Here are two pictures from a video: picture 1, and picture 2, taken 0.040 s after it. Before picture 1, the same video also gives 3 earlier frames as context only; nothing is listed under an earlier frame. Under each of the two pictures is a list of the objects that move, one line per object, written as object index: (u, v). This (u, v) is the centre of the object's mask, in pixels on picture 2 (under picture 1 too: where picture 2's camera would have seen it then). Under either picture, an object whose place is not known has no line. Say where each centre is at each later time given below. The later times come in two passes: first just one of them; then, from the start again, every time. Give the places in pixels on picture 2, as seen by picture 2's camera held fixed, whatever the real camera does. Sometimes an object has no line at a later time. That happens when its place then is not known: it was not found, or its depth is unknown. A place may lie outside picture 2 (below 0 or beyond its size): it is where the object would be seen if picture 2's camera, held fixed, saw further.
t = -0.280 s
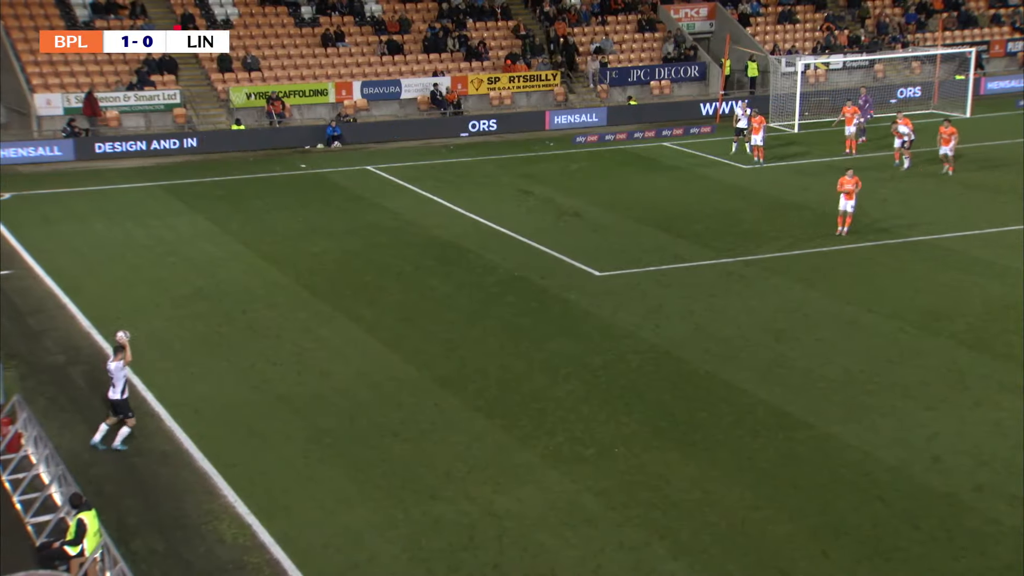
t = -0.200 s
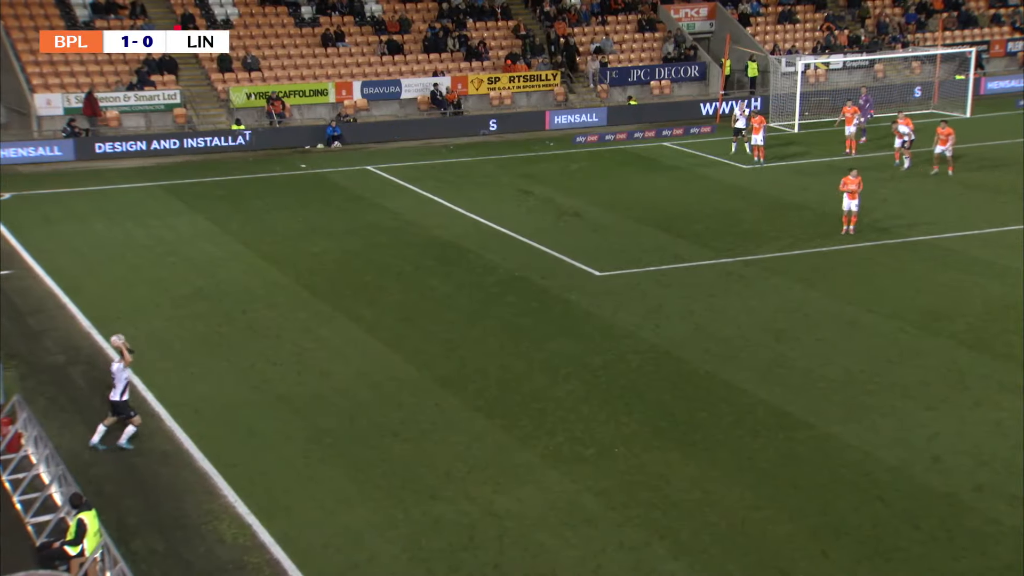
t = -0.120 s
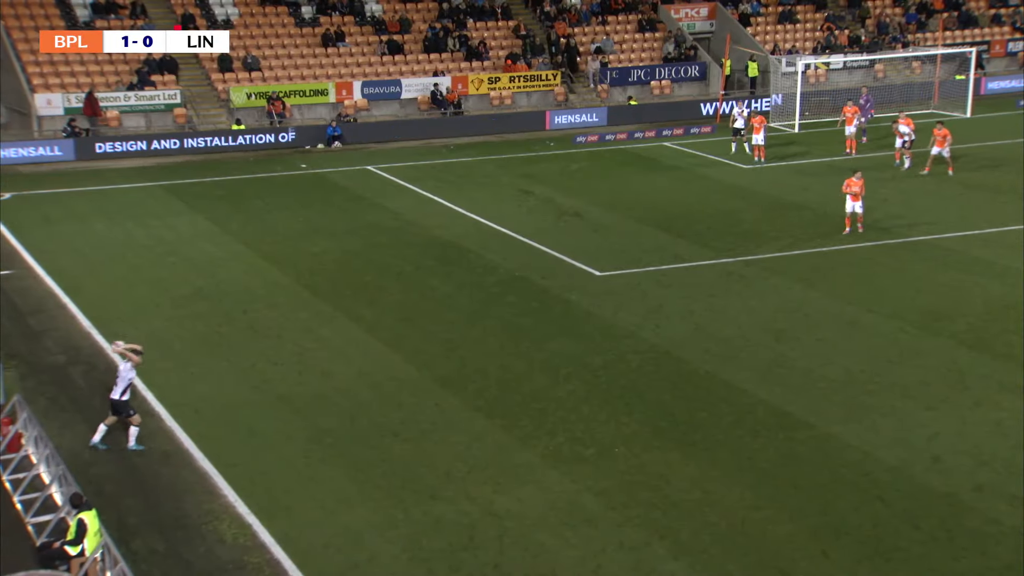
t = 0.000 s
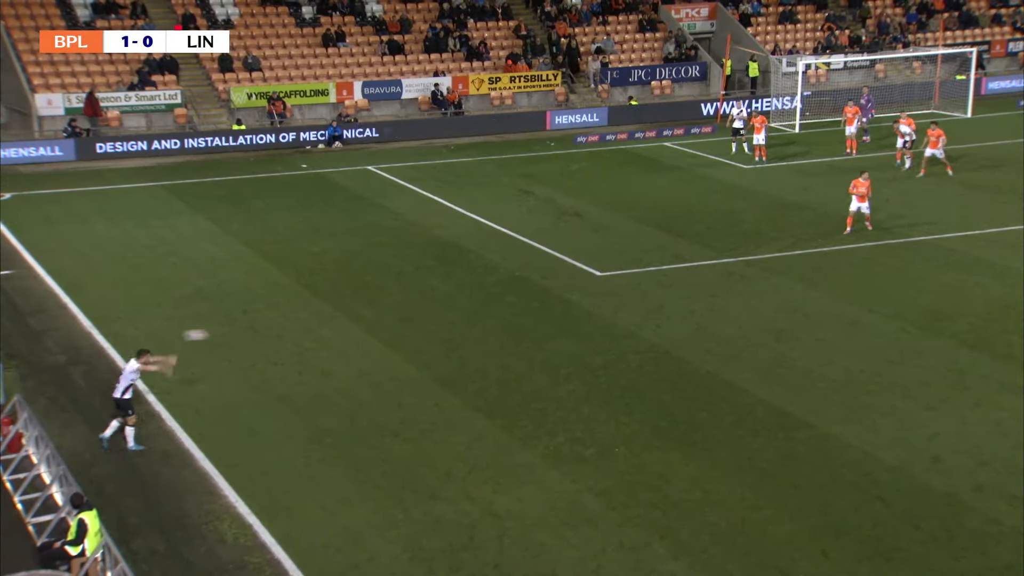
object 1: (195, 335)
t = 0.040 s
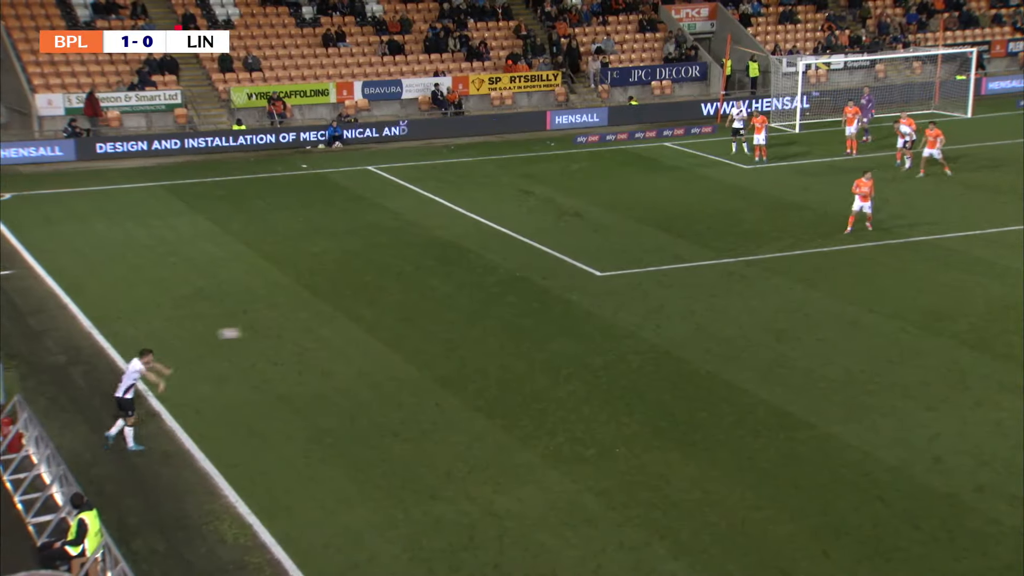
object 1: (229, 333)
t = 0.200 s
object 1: (359, 337)
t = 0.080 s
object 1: (262, 333)
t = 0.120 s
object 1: (295, 333)
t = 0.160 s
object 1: (328, 334)
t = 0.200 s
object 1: (359, 337)
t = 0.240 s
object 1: (391, 341)
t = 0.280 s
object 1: (423, 345)
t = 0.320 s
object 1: (454, 351)
